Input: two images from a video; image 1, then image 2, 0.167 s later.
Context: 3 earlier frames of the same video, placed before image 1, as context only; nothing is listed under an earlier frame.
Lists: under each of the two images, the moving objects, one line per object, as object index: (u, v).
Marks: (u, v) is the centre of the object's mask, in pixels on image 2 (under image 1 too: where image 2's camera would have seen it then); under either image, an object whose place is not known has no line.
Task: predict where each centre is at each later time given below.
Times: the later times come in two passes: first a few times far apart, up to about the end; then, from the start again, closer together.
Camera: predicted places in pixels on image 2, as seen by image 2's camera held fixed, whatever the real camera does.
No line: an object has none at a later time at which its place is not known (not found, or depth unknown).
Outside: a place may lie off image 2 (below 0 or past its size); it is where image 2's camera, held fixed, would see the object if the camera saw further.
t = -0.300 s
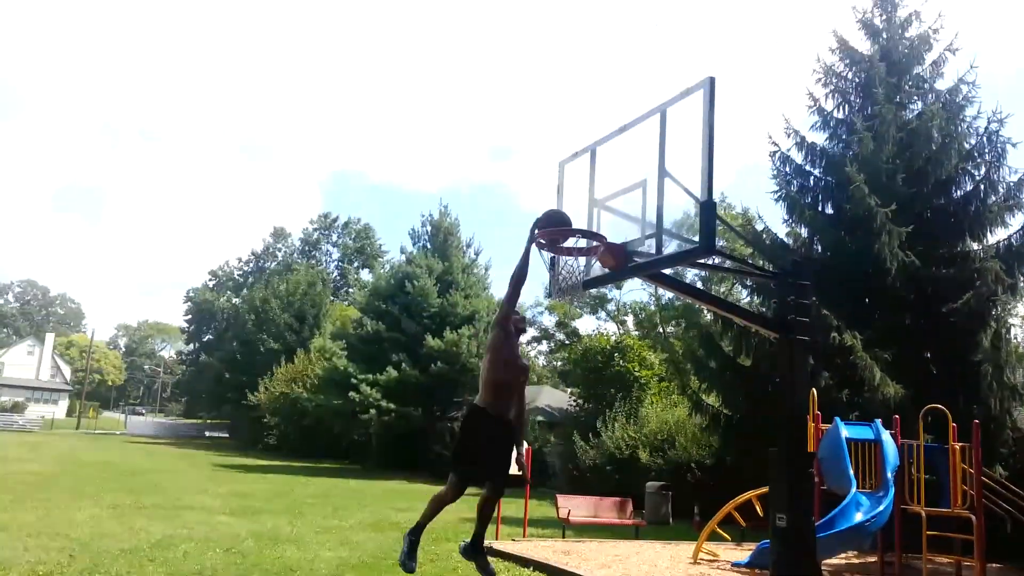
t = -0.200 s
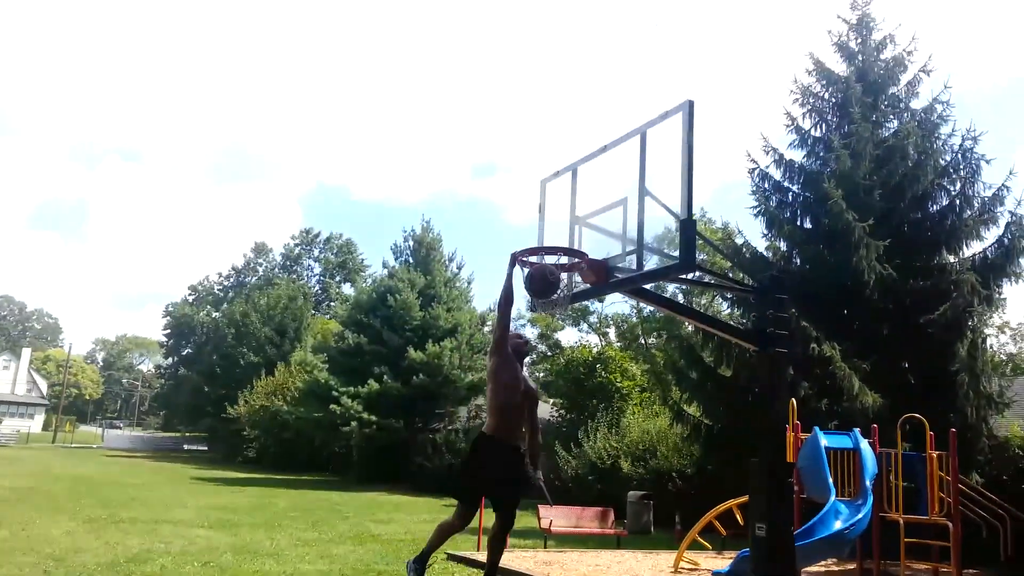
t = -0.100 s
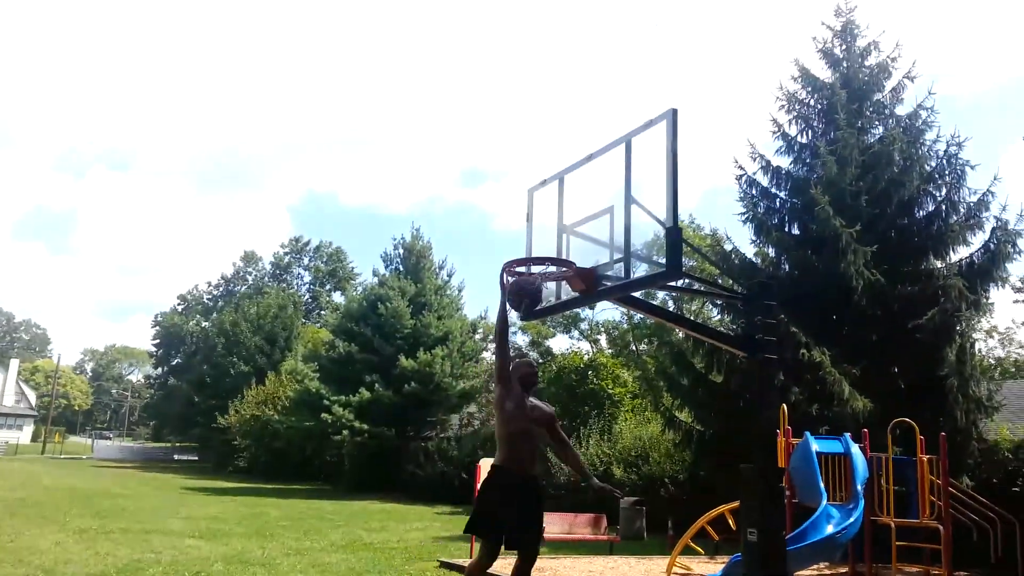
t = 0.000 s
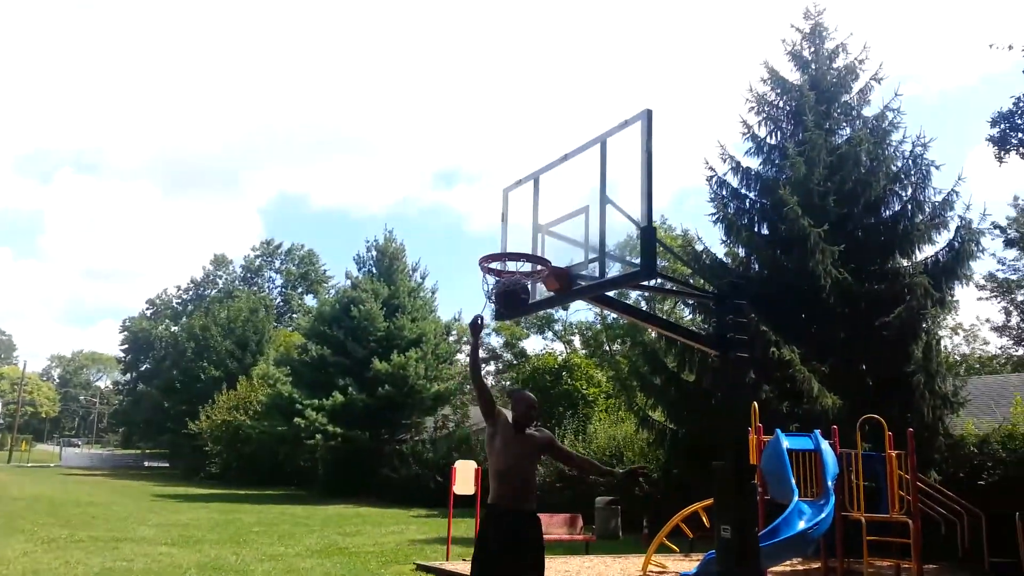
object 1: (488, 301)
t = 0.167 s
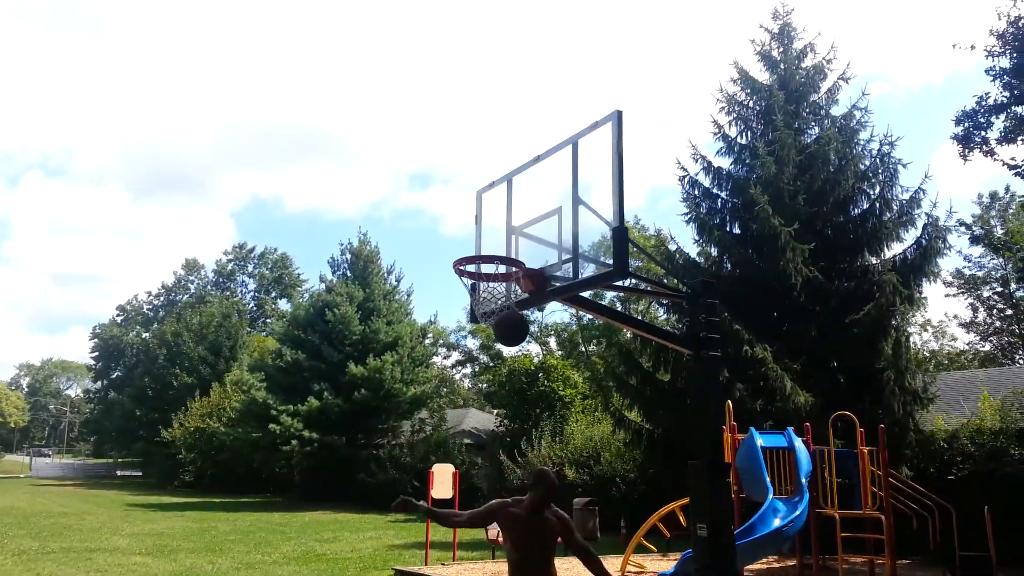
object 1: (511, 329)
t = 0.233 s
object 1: (520, 355)
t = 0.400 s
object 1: (540, 448)
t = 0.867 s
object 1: (597, 628)
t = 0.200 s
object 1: (513, 342)
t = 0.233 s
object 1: (520, 355)
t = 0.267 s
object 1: (527, 369)
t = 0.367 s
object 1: (535, 426)
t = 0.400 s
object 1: (540, 448)
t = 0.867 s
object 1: (597, 628)
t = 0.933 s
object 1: (601, 616)
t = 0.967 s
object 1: (603, 604)
